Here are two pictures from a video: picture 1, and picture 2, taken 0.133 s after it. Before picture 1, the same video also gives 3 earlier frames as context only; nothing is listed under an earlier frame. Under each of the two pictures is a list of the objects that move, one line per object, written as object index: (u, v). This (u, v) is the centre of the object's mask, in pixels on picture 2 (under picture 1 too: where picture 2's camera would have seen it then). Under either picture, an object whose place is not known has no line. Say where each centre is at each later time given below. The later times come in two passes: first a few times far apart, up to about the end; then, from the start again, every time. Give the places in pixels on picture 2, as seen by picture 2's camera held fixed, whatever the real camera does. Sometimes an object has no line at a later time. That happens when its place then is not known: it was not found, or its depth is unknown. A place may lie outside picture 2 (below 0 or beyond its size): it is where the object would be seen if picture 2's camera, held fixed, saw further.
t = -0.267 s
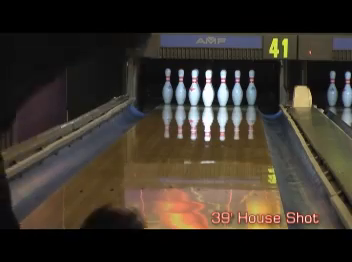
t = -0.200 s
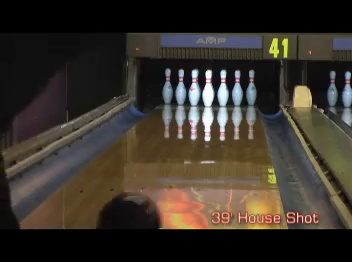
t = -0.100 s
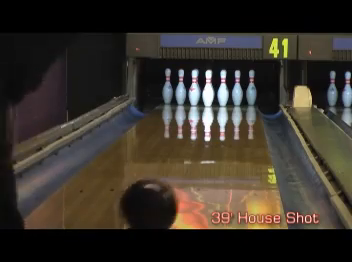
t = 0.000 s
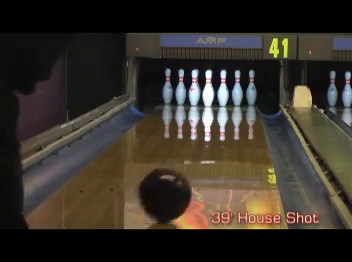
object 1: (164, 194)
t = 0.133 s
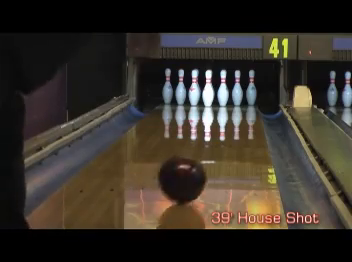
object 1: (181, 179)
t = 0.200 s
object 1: (189, 173)
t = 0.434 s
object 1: (210, 154)
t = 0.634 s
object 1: (222, 142)
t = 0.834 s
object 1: (232, 132)
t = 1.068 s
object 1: (240, 123)
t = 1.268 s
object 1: (243, 117)
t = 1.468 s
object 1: (243, 111)
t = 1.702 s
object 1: (237, 106)
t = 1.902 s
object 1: (227, 102)
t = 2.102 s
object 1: (216, 98)
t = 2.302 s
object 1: (209, 97)
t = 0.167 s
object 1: (185, 176)
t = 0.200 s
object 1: (189, 173)
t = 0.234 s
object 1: (192, 169)
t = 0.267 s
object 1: (196, 167)
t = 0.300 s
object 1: (199, 164)
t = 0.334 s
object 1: (202, 161)
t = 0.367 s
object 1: (205, 159)
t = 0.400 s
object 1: (207, 156)
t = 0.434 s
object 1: (210, 154)
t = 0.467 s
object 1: (212, 152)
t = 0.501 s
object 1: (214, 150)
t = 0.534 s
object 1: (216, 148)
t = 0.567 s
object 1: (219, 145)
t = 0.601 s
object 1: (221, 144)
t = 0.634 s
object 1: (222, 142)
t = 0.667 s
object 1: (224, 140)
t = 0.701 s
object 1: (226, 138)
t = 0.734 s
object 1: (227, 137)
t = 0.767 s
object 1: (228, 135)
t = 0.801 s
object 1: (230, 133)
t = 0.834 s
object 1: (232, 132)
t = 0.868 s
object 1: (233, 131)
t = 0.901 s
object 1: (235, 130)
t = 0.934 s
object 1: (236, 128)
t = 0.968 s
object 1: (237, 127)
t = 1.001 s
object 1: (238, 126)
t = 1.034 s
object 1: (239, 124)
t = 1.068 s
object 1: (240, 123)
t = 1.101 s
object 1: (241, 122)
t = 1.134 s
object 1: (241, 121)
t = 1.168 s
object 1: (242, 120)
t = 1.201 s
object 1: (242, 119)
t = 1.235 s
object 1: (243, 118)
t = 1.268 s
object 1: (243, 117)
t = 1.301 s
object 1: (243, 116)
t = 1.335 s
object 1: (243, 115)
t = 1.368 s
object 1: (243, 114)
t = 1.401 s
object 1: (243, 113)
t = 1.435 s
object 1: (243, 112)
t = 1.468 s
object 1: (243, 111)
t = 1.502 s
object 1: (242, 110)
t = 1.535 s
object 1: (242, 109)
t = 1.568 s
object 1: (241, 108)
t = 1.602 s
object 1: (240, 108)
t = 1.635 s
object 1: (240, 107)
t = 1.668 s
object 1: (239, 106)
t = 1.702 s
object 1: (237, 106)
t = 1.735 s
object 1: (236, 105)
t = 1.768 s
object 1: (235, 104)
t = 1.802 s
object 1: (233, 104)
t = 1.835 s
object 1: (231, 103)
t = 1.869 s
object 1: (229, 102)
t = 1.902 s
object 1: (227, 102)
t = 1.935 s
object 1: (225, 101)
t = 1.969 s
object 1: (224, 100)
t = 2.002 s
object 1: (222, 100)
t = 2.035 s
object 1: (220, 99)
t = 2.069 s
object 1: (218, 99)
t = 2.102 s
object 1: (216, 98)
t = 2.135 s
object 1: (214, 98)
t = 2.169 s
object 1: (212, 97)
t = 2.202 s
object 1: (211, 97)
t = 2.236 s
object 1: (210, 97)
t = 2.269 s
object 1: (210, 97)
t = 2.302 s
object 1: (209, 97)
